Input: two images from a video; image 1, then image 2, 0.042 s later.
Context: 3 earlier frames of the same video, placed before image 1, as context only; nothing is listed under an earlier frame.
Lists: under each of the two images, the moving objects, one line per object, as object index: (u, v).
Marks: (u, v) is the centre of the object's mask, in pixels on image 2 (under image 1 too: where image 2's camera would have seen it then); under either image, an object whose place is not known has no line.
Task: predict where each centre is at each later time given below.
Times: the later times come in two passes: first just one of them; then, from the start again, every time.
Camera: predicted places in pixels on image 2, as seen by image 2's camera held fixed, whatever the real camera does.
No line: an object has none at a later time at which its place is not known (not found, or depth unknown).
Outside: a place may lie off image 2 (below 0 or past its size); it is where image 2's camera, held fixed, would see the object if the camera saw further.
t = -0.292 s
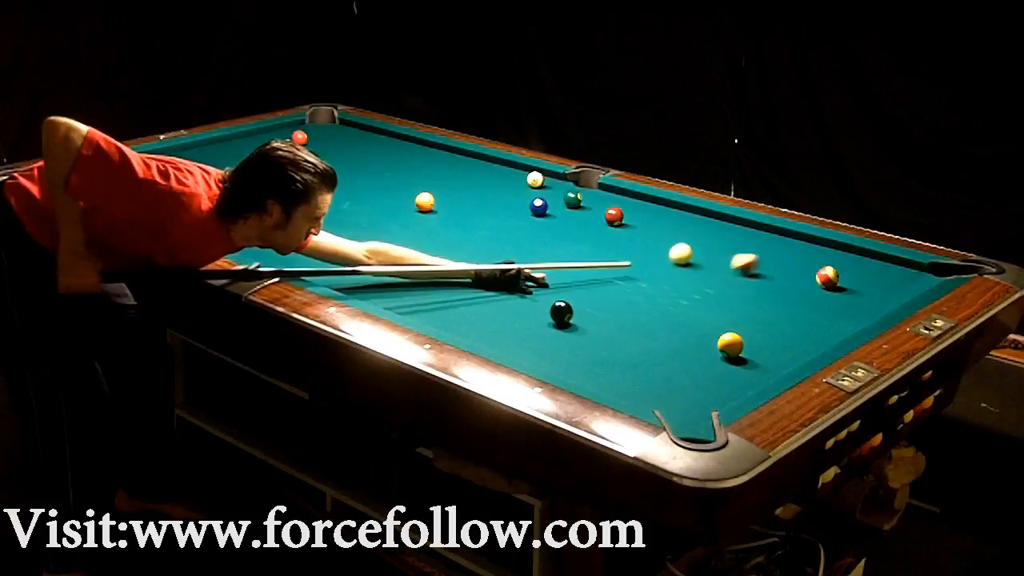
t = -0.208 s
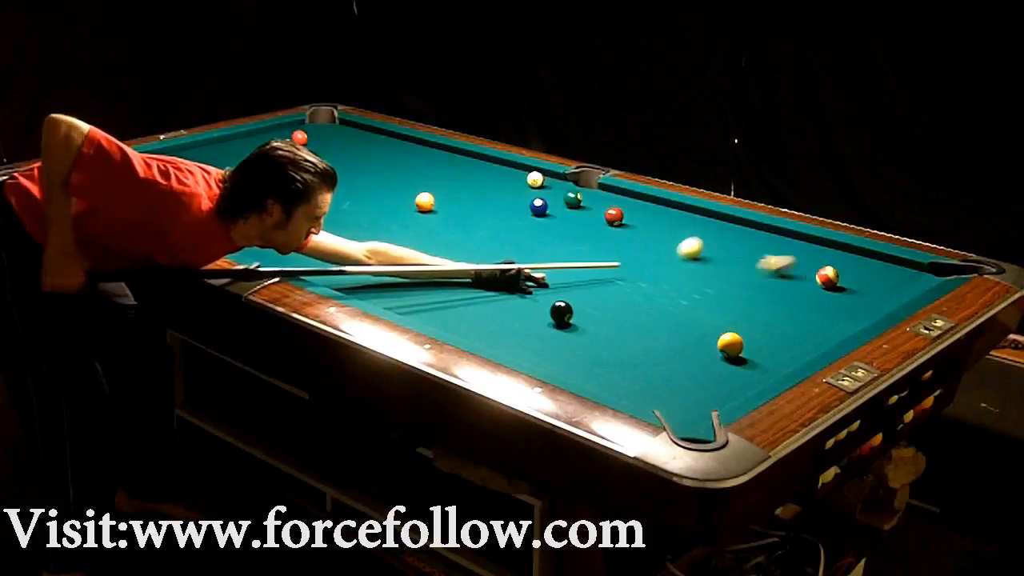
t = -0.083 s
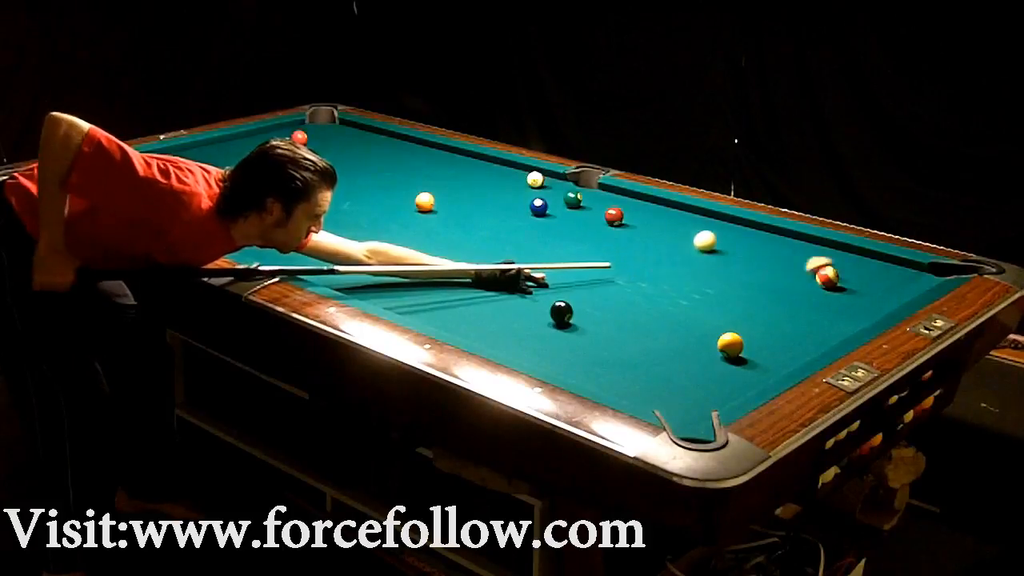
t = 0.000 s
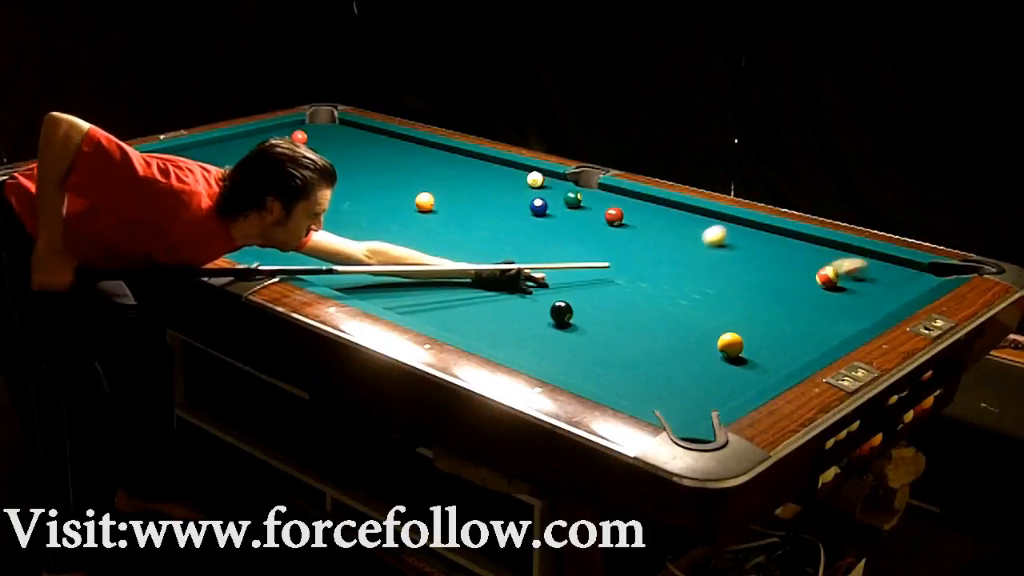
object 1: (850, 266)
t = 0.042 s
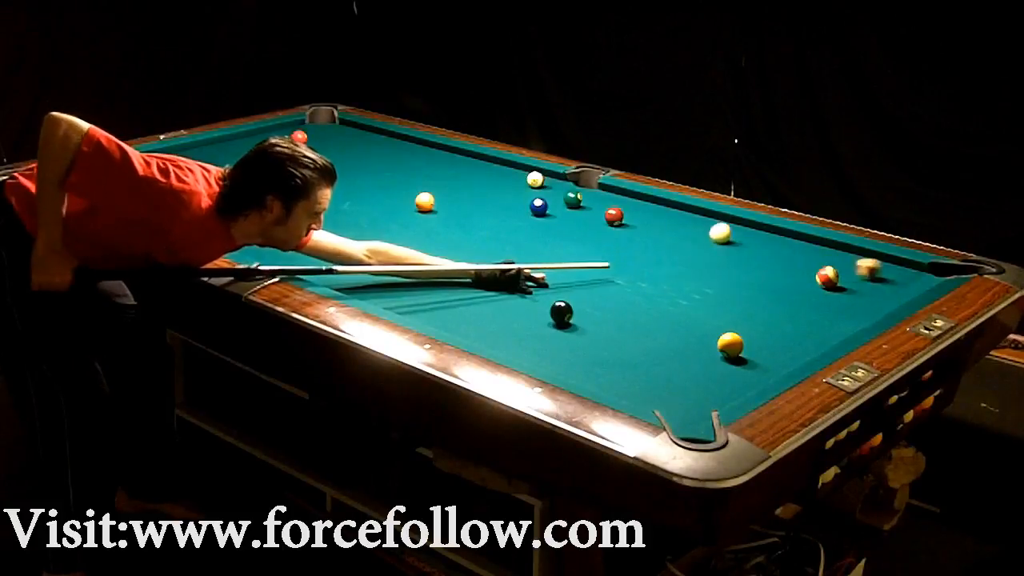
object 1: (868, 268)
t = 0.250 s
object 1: (937, 270)
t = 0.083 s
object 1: (878, 268)
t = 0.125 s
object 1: (895, 268)
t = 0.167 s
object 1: (906, 268)
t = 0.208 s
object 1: (925, 269)
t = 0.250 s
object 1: (937, 270)
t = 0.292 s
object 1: (951, 269)
